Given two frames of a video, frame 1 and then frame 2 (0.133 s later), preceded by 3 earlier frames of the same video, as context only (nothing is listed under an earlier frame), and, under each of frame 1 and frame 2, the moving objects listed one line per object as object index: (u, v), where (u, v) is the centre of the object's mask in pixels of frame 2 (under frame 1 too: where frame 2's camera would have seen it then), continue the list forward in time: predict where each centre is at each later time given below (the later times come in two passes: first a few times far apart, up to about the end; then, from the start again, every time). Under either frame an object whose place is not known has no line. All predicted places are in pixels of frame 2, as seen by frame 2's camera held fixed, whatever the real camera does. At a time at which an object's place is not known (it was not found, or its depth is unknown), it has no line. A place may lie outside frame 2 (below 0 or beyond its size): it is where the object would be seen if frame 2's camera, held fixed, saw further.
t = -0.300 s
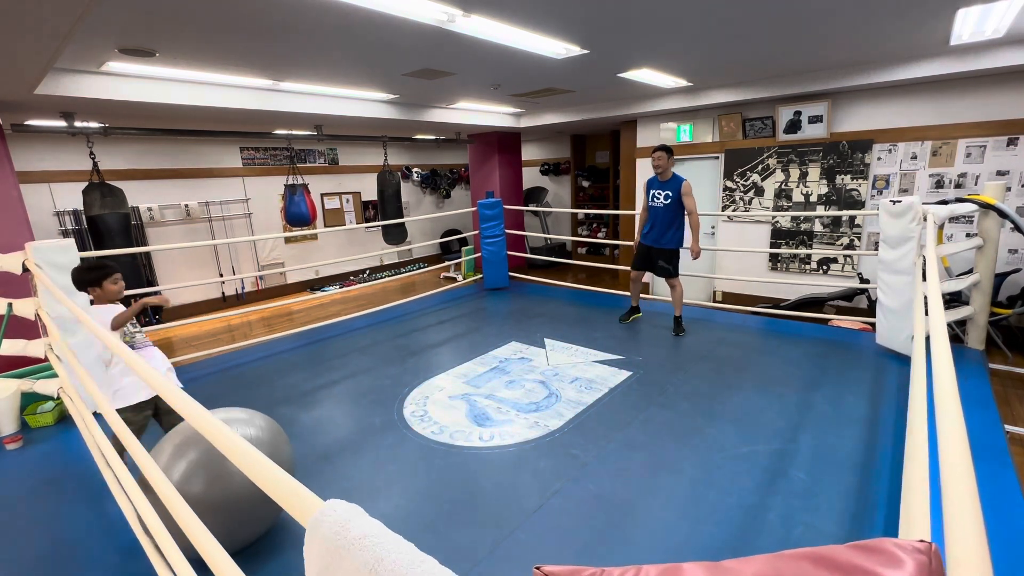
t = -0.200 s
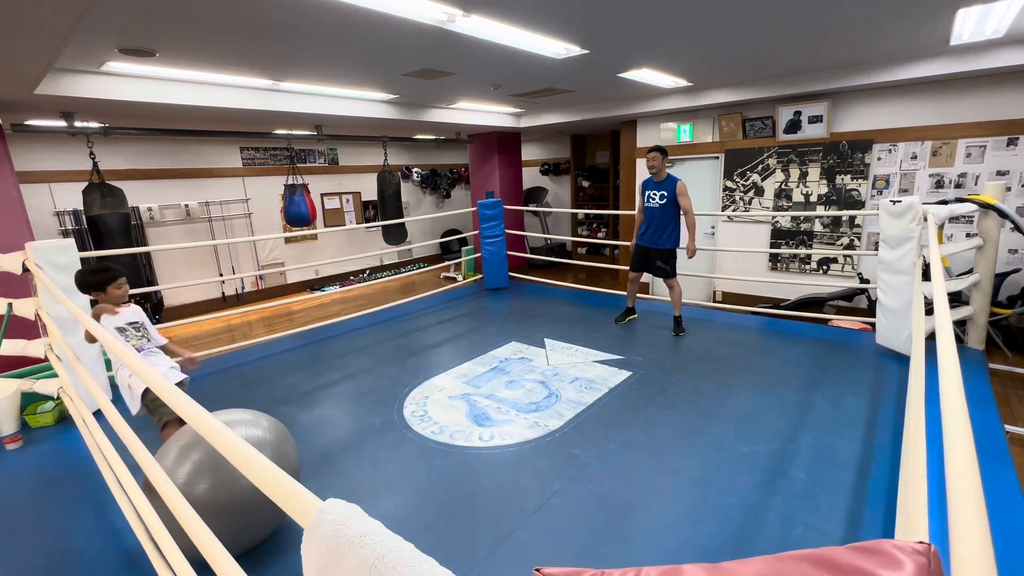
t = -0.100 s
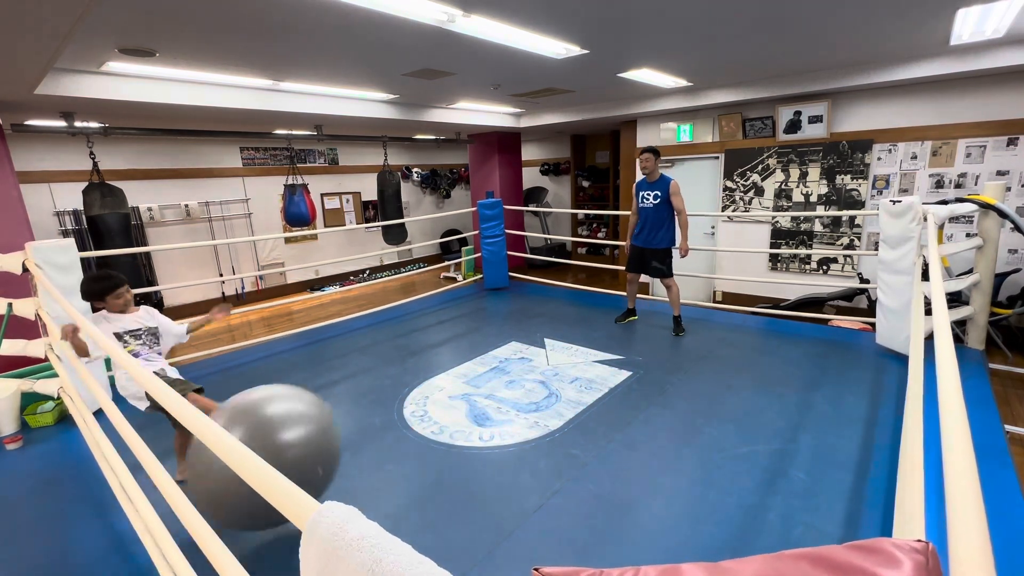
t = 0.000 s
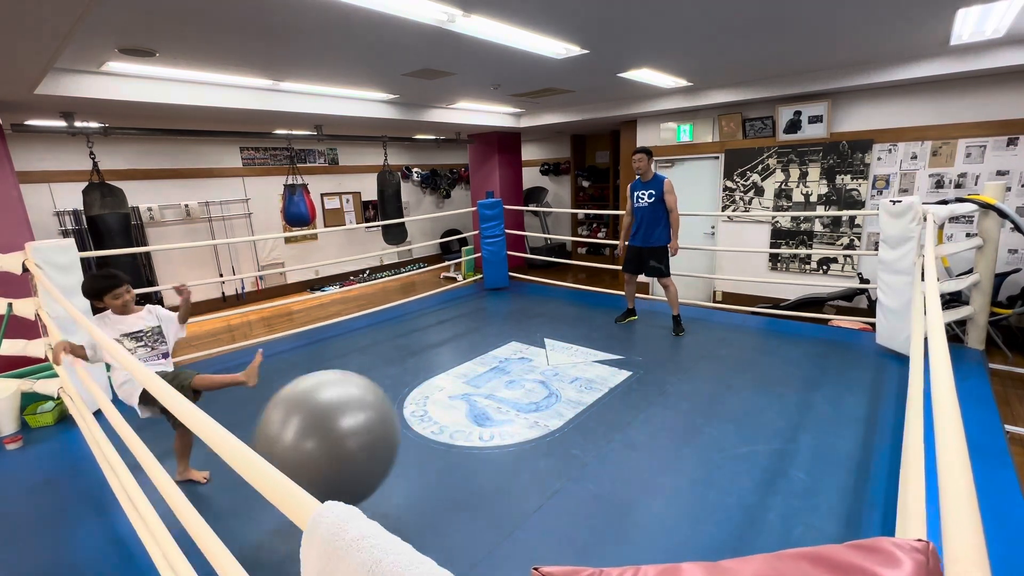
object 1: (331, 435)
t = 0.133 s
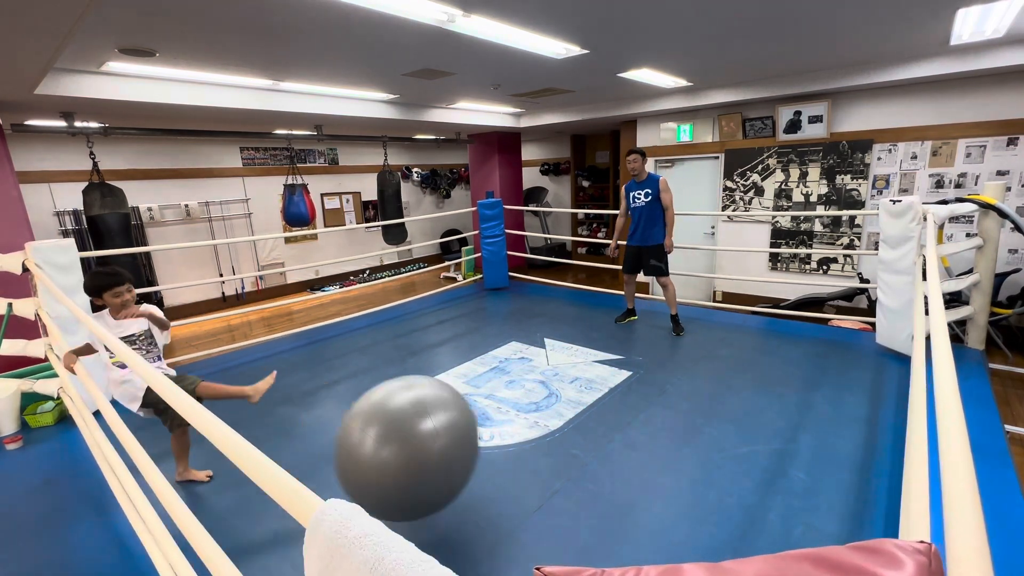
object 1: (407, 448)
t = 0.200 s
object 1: (450, 460)
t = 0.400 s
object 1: (561, 455)
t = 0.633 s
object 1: (691, 480)
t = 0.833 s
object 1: (803, 474)
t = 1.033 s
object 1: (825, 461)
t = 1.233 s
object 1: (809, 474)
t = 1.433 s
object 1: (820, 434)
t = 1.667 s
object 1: (821, 445)
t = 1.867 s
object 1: (826, 412)
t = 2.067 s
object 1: (828, 415)
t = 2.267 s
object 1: (831, 394)
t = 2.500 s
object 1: (832, 387)
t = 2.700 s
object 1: (832, 389)
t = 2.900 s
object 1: (834, 373)
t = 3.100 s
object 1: (835, 374)
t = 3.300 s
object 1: (838, 369)
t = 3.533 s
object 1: (845, 362)
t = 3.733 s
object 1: (851, 361)
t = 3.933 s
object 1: (855, 364)
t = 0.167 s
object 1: (428, 453)
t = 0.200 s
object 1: (450, 460)
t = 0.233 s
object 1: (471, 468)
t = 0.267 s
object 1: (492, 478)
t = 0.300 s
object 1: (508, 478)
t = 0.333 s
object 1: (524, 469)
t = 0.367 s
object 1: (543, 461)
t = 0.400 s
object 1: (561, 455)
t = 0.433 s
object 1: (579, 452)
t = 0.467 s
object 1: (599, 450)
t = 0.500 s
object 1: (618, 452)
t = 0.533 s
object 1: (636, 455)
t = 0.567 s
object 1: (655, 461)
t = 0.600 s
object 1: (673, 469)
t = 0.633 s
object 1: (691, 480)
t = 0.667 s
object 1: (707, 488)
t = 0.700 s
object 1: (724, 493)
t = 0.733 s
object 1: (742, 490)
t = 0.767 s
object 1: (763, 483)
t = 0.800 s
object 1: (783, 478)
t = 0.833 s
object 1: (803, 474)
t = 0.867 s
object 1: (820, 471)
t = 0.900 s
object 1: (827, 468)
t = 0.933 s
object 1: (829, 464)
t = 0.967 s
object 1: (828, 462)
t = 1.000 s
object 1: (827, 461)
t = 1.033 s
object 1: (825, 461)
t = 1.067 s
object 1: (823, 463)
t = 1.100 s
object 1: (821, 466)
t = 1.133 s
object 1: (817, 471)
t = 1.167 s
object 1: (812, 476)
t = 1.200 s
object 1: (808, 480)
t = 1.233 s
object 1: (809, 474)
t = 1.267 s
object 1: (812, 464)
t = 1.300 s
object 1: (815, 454)
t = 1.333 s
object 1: (817, 446)
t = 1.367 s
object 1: (818, 440)
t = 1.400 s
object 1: (819, 436)
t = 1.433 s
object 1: (820, 434)
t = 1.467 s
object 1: (820, 433)
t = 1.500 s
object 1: (820, 435)
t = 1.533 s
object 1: (820, 438)
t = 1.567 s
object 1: (820, 443)
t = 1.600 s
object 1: (820, 450)
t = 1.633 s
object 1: (819, 453)
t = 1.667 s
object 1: (821, 445)
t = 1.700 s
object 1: (822, 435)
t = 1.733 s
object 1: (823, 426)
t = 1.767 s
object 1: (824, 419)
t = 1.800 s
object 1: (825, 415)
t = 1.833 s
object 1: (826, 412)
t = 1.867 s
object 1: (826, 412)
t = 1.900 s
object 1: (826, 412)
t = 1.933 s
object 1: (826, 415)
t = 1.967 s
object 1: (826, 419)
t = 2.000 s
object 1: (827, 424)
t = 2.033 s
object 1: (827, 424)
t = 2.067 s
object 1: (828, 415)
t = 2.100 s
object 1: (829, 408)
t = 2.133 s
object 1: (829, 402)
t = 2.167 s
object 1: (830, 398)
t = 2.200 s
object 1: (830, 395)
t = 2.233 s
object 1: (831, 394)
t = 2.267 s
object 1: (831, 394)
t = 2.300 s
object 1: (830, 396)
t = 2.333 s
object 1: (830, 399)
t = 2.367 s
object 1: (830, 405)
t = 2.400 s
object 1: (830, 405)
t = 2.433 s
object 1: (830, 398)
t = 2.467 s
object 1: (831, 391)
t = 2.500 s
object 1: (832, 387)
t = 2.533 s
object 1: (832, 384)
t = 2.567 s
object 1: (832, 382)
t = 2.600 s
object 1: (833, 382)
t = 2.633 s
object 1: (833, 383)
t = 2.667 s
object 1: (833, 384)
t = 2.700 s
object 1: (832, 389)
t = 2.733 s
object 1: (832, 391)
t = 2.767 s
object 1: (833, 386)
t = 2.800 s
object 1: (834, 380)
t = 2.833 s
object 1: (834, 376)
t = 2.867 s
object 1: (834, 374)
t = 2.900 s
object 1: (834, 373)
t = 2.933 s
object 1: (834, 372)
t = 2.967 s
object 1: (834, 373)
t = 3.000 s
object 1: (834, 376)
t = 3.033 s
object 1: (834, 379)
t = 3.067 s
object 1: (834, 378)
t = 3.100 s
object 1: (835, 374)
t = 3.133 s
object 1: (836, 369)
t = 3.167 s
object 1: (837, 366)
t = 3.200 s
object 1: (837, 366)
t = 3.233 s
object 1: (837, 365)
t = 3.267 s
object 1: (838, 367)
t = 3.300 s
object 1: (838, 369)
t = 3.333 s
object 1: (838, 371)
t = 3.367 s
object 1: (839, 371)
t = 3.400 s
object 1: (840, 368)
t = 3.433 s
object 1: (842, 364)
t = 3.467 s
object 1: (842, 363)
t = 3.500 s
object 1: (843, 362)
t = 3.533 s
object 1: (845, 362)
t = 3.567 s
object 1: (845, 364)
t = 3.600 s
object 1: (845, 367)
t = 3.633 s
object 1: (846, 368)
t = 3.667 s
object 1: (847, 367)
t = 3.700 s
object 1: (850, 363)
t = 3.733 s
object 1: (851, 361)
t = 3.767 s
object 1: (852, 360)
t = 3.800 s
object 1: (853, 361)
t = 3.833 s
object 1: (854, 362)
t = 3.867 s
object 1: (854, 365)
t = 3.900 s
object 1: (855, 366)
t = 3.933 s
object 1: (855, 364)
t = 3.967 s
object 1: (855, 361)
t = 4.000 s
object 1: (855, 360)
